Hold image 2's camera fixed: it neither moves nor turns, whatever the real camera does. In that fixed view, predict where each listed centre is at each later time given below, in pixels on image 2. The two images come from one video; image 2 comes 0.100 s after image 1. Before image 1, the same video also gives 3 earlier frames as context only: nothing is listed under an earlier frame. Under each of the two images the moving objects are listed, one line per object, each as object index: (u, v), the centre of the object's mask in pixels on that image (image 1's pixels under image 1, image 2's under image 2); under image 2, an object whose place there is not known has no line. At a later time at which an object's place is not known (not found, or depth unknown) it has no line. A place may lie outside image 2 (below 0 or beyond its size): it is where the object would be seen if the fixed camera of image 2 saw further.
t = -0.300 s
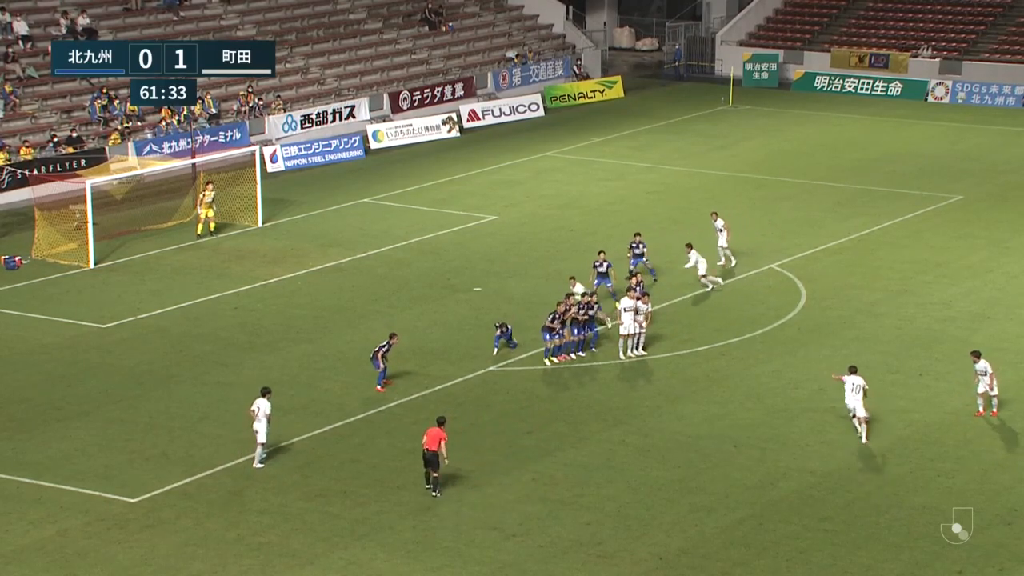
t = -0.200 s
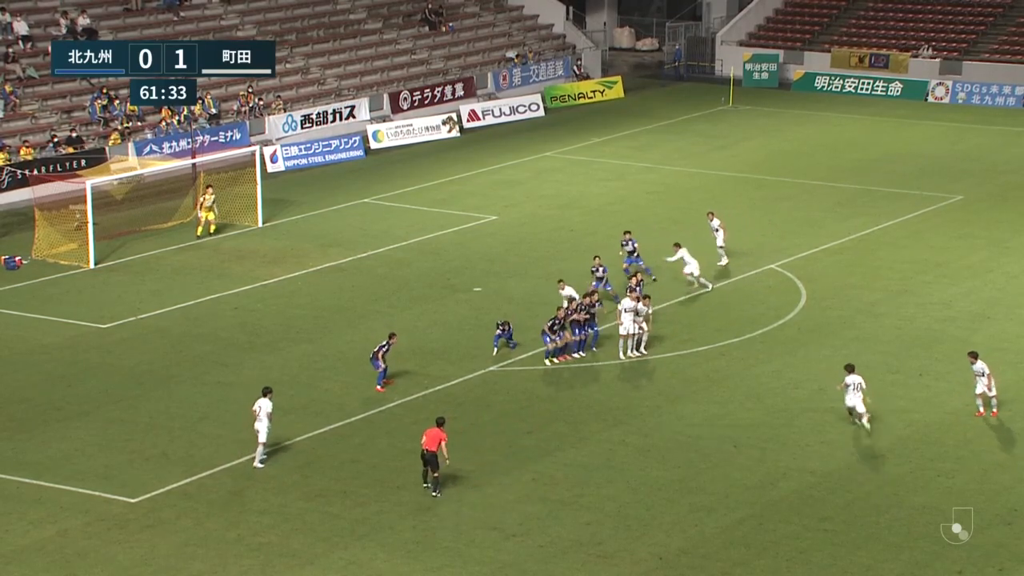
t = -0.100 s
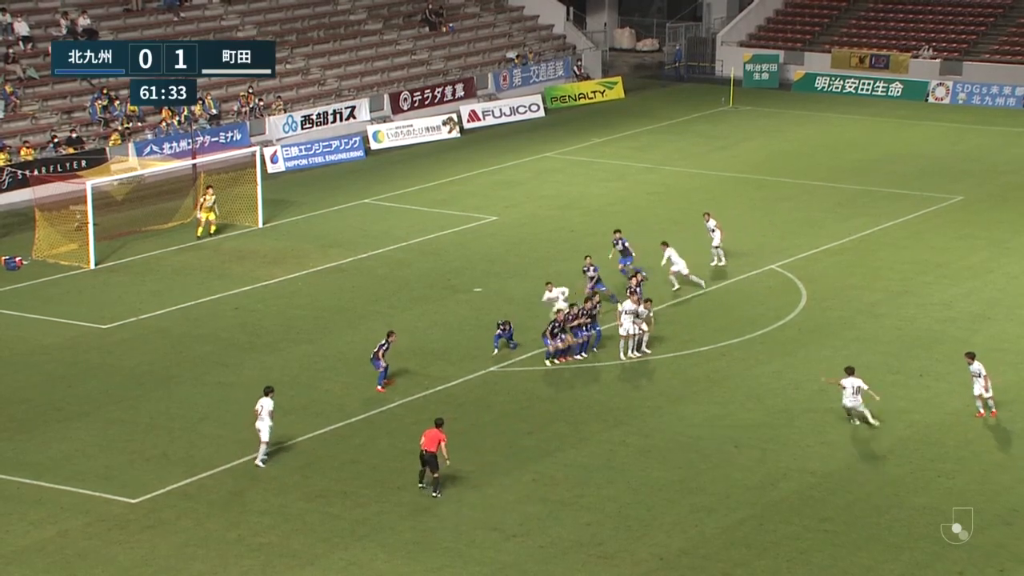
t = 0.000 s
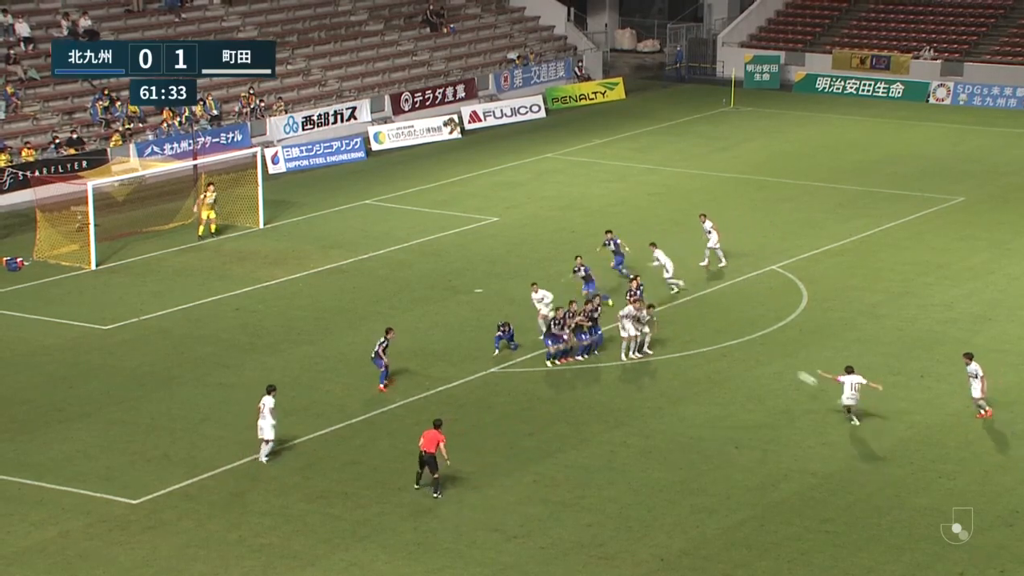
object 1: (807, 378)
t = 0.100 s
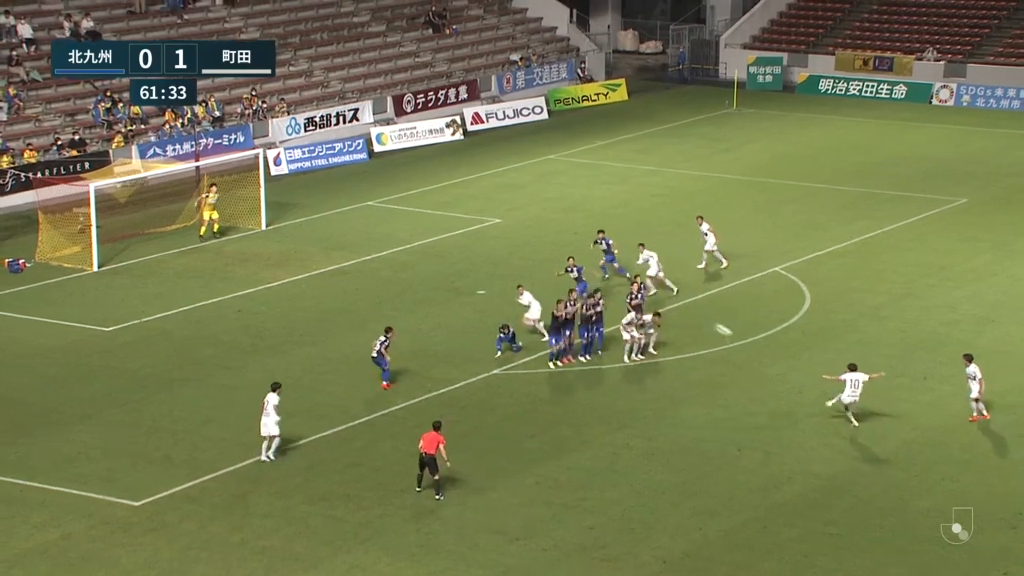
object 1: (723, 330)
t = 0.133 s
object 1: (696, 316)
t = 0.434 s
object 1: (473, 236)
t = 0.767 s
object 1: (262, 223)
